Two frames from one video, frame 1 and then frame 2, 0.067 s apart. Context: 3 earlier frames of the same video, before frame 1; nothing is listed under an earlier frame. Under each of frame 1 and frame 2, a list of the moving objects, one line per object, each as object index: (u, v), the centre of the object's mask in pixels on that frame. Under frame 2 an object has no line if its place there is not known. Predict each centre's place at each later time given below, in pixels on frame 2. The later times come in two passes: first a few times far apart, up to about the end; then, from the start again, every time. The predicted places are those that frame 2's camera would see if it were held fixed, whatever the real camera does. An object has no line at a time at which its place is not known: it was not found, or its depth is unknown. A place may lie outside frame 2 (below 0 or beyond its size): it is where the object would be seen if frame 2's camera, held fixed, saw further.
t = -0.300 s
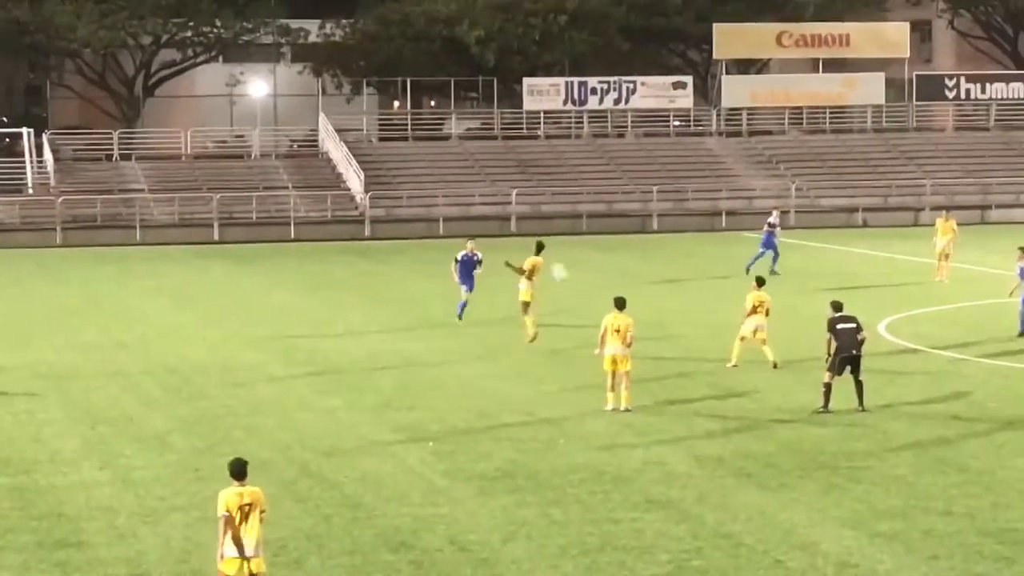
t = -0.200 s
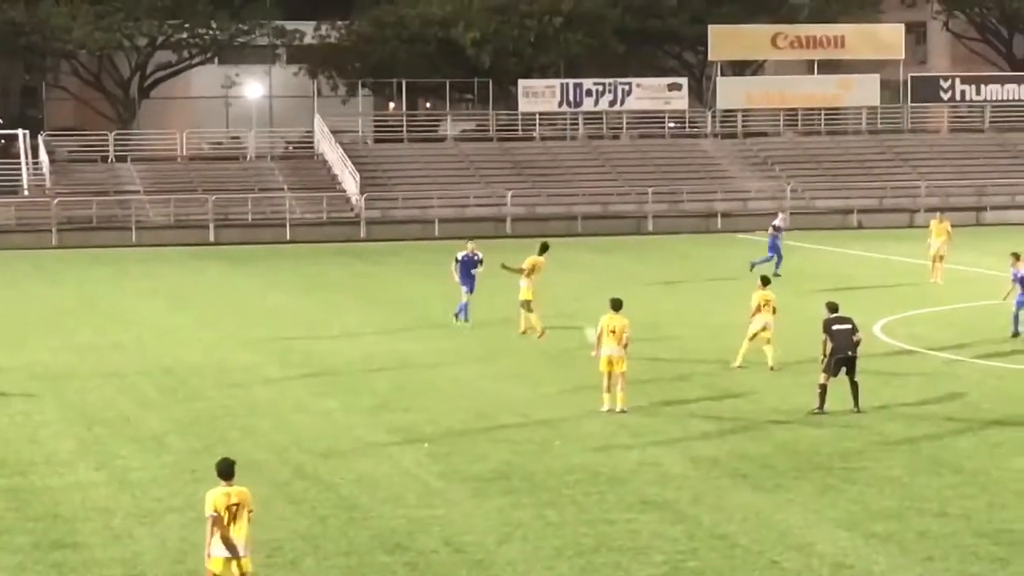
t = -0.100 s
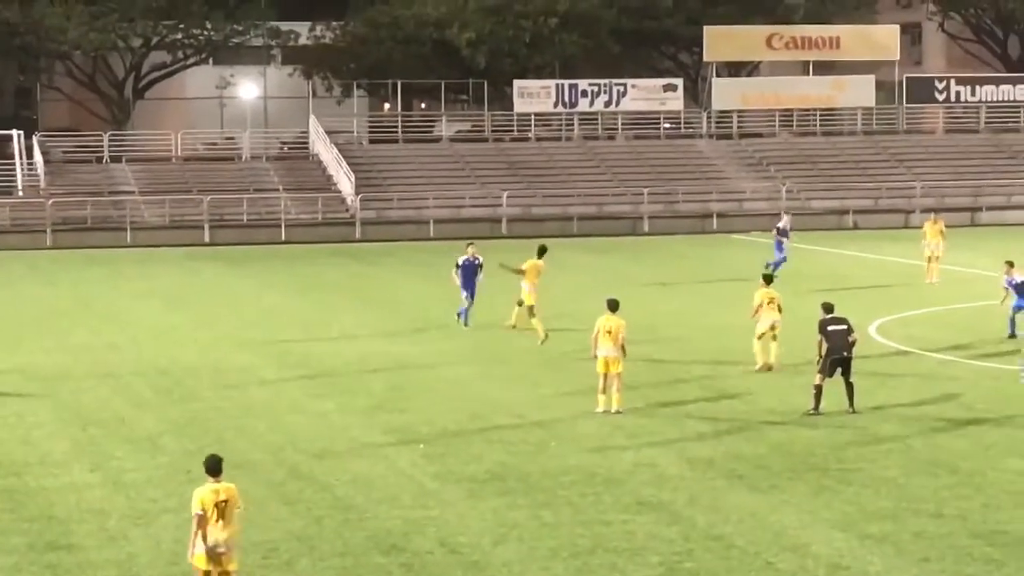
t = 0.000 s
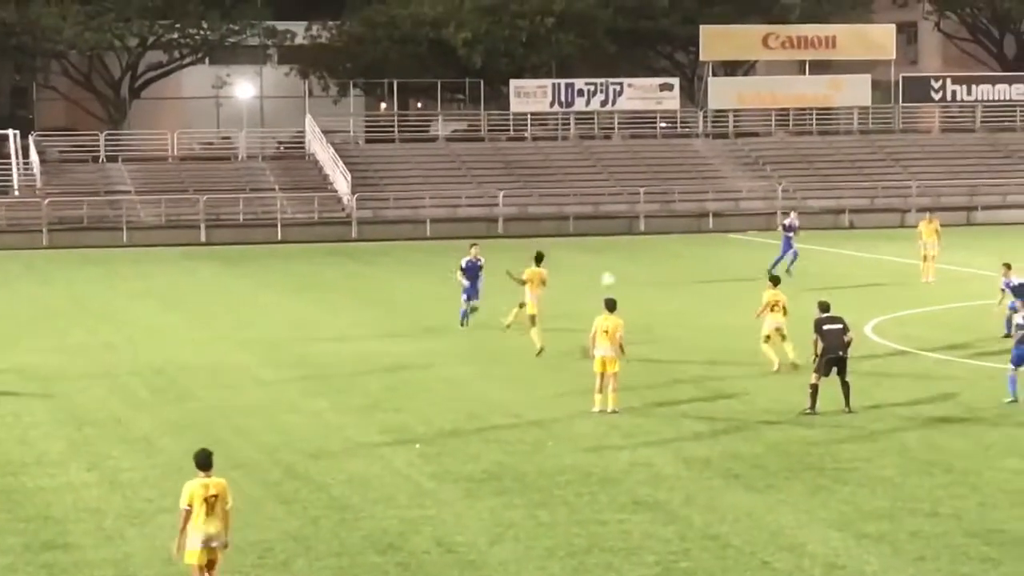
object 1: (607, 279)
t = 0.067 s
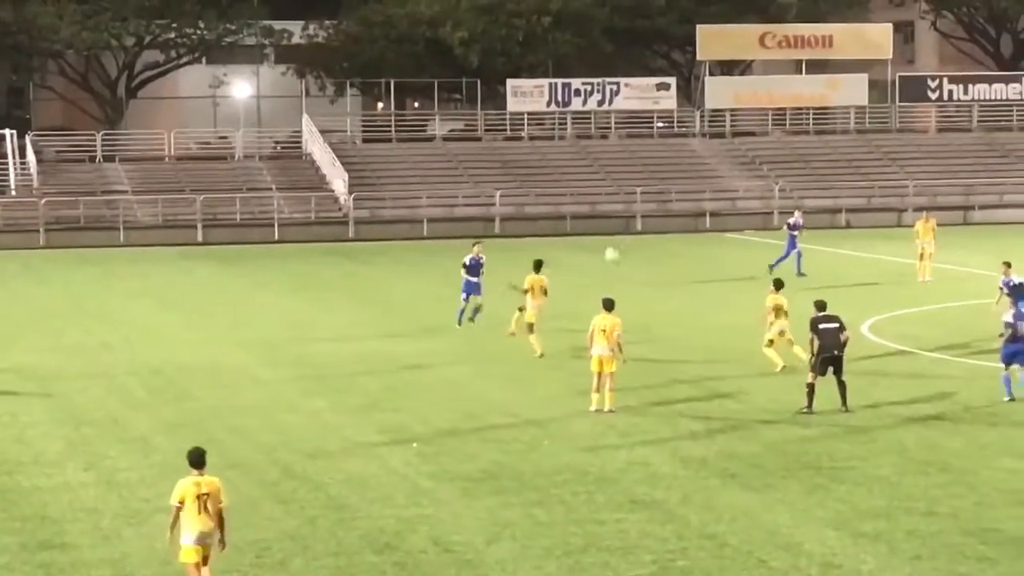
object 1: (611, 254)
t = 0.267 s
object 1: (629, 194)
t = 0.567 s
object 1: (656, 149)
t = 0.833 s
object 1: (681, 152)
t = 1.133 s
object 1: (708, 207)
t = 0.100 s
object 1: (613, 242)
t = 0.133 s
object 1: (616, 231)
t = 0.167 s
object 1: (619, 221)
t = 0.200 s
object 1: (622, 211)
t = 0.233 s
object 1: (625, 202)
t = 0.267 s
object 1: (629, 194)
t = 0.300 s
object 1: (632, 186)
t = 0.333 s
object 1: (635, 179)
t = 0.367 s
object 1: (638, 173)
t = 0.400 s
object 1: (641, 167)
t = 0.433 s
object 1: (644, 162)
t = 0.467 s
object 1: (647, 158)
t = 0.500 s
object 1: (650, 154)
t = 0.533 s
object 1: (653, 151)
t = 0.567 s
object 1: (656, 149)
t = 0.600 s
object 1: (659, 146)
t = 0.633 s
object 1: (662, 146)
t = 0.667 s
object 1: (666, 145)
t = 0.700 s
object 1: (669, 146)
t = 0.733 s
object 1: (672, 146)
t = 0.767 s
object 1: (675, 148)
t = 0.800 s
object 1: (677, 150)
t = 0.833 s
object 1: (681, 152)
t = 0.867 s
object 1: (684, 156)
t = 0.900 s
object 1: (687, 160)
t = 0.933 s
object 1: (690, 165)
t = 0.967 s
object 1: (692, 171)
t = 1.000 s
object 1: (696, 176)
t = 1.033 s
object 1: (698, 183)
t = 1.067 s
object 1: (701, 191)
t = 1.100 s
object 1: (705, 199)
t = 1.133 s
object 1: (708, 207)
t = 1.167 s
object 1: (711, 218)
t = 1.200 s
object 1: (713, 227)
